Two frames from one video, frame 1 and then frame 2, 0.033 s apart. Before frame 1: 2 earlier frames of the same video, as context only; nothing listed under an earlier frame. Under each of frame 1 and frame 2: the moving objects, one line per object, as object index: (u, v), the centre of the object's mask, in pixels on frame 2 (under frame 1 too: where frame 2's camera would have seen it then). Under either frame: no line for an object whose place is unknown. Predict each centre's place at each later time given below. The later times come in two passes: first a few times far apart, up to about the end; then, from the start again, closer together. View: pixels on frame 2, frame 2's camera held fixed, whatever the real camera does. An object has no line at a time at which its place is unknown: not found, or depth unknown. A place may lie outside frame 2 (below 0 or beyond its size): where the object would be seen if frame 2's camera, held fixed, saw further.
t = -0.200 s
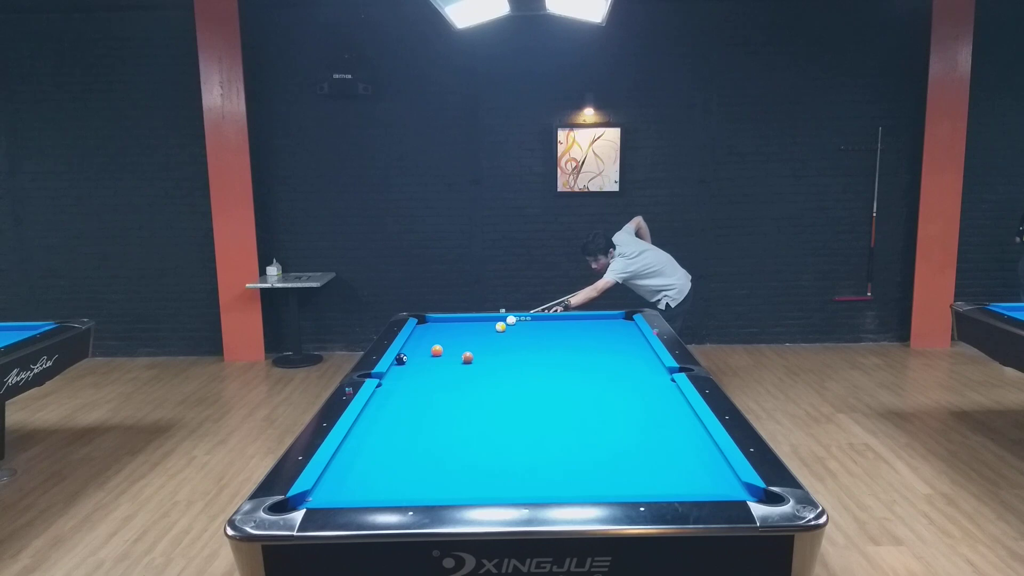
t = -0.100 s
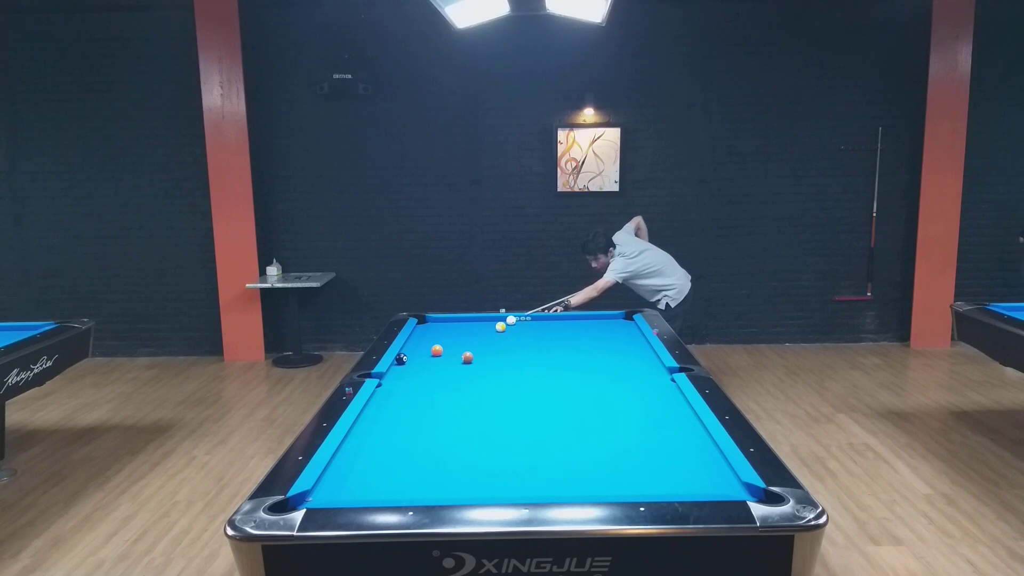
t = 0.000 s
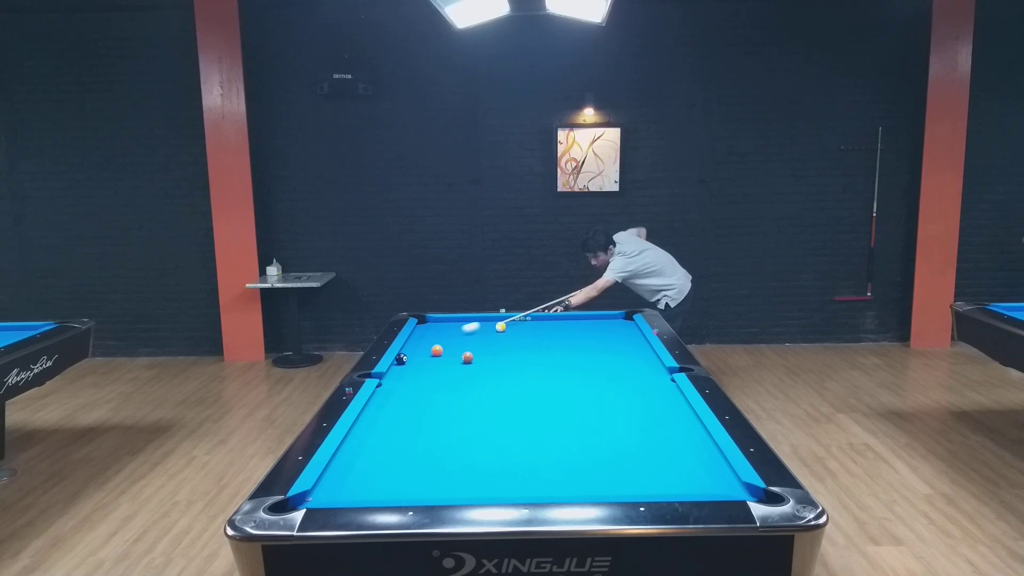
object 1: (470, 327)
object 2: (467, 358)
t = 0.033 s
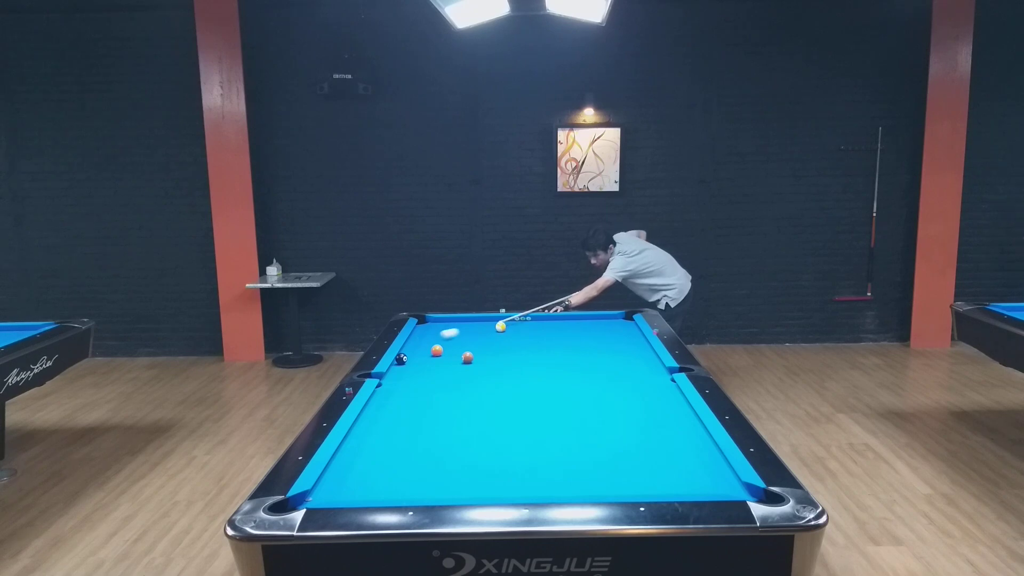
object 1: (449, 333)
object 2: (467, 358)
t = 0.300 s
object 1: (420, 354)
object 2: (478, 364)
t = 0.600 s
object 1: (405, 365)
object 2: (516, 390)
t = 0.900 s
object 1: (388, 377)
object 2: (560, 419)
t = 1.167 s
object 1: (409, 382)
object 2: (608, 452)
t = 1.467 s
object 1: (450, 384)
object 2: (674, 488)
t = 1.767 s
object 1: (490, 386)
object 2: (691, 467)
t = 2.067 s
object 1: (529, 388)
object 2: (704, 445)
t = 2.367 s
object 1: (567, 390)
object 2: (688, 430)
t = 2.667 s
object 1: (604, 392)
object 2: (670, 418)
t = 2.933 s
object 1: (637, 393)
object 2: (655, 408)
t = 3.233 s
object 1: (672, 395)
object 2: (640, 399)
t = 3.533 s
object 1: (663, 394)
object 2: (628, 391)
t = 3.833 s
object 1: (648, 393)
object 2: (616, 384)
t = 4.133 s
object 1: (635, 391)
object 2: (606, 378)
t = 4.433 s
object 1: (623, 390)
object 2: (596, 372)
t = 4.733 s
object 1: (613, 389)
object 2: (588, 368)
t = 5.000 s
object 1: (605, 388)
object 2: (582, 364)
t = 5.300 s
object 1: (598, 388)
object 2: (575, 360)
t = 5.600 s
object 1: (592, 388)
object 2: (569, 357)
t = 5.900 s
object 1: (587, 388)
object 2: (563, 354)
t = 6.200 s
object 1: (584, 388)
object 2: (558, 352)
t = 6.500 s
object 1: (583, 388)
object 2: (553, 350)
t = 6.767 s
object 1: (583, 388)
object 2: (549, 349)
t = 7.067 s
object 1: (583, 388)
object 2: (545, 347)
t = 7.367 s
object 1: (583, 388)
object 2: (542, 346)
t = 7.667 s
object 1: (583, 388)
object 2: (539, 345)
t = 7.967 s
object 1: (583, 388)
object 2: (538, 345)
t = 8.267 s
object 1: (583, 388)
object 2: (536, 344)
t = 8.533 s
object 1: (583, 388)
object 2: (535, 344)
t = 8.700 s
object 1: (583, 388)
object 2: (535, 344)
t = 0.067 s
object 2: (467, 358)
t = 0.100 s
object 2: (467, 358)
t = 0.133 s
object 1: (419, 346)
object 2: (467, 358)
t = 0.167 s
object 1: (427, 349)
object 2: (467, 358)
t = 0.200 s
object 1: (426, 350)
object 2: (467, 358)
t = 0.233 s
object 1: (424, 351)
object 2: (468, 359)
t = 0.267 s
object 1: (422, 352)
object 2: (473, 361)
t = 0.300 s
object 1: (420, 354)
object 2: (478, 364)
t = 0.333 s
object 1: (419, 355)
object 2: (482, 367)
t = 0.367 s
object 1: (417, 356)
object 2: (486, 370)
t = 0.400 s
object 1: (415, 357)
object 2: (491, 373)
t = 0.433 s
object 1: (414, 359)
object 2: (495, 376)
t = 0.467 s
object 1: (412, 360)
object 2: (499, 378)
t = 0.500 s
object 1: (410, 361)
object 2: (503, 381)
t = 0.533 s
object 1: (408, 362)
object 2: (507, 384)
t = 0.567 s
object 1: (407, 364)
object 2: (511, 387)
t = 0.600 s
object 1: (405, 365)
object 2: (516, 390)
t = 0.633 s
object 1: (403, 367)
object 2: (520, 392)
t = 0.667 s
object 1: (401, 368)
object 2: (525, 396)
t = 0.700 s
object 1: (399, 369)
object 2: (530, 398)
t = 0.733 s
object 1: (397, 370)
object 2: (534, 402)
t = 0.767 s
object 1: (395, 372)
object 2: (539, 405)
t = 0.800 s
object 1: (394, 373)
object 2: (544, 408)
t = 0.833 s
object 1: (391, 375)
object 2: (549, 412)
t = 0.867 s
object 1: (390, 376)
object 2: (554, 415)
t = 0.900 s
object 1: (388, 377)
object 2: (560, 419)
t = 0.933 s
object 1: (386, 379)
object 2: (565, 423)
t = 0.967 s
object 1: (384, 380)
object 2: (571, 427)
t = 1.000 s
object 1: (386, 381)
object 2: (577, 431)
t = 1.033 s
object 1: (390, 381)
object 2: (583, 434)
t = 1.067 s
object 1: (395, 381)
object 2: (589, 439)
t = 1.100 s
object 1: (400, 381)
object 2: (596, 443)
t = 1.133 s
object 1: (404, 381)
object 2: (602, 448)
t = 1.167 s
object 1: (409, 382)
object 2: (608, 452)
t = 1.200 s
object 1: (414, 382)
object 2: (615, 457)
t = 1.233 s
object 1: (418, 382)
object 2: (623, 461)
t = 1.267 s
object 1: (423, 382)
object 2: (630, 467)
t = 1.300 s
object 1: (427, 382)
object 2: (637, 471)
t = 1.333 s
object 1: (432, 383)
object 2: (645, 477)
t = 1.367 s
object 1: (437, 383)
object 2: (654, 482)
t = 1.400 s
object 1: (441, 383)
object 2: (661, 486)
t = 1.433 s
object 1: (446, 383)
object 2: (669, 488)
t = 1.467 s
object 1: (450, 384)
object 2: (674, 488)
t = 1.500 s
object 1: (454, 384)
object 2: (676, 487)
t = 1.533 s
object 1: (459, 384)
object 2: (678, 485)
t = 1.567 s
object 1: (464, 384)
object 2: (680, 483)
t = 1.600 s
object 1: (468, 384)
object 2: (682, 481)
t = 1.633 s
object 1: (472, 384)
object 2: (684, 478)
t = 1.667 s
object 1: (477, 385)
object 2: (686, 475)
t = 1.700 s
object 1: (481, 385)
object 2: (687, 472)
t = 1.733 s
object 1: (485, 385)
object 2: (689, 470)
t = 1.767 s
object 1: (490, 386)
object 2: (691, 467)
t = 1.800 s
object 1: (494, 386)
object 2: (692, 464)
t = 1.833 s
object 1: (498, 386)
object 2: (694, 462)
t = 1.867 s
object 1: (503, 386)
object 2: (695, 459)
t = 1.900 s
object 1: (507, 387)
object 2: (697, 457)
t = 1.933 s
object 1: (512, 387)
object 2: (699, 455)
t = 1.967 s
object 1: (516, 387)
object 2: (700, 452)
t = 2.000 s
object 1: (520, 387)
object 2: (701, 450)
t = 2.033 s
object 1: (525, 388)
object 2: (703, 448)
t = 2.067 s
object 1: (529, 388)
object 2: (704, 445)
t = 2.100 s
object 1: (533, 388)
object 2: (706, 443)
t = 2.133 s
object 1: (538, 388)
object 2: (705, 441)
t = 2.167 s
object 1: (542, 388)
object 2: (702, 439)
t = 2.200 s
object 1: (546, 388)
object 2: (700, 438)
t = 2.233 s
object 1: (550, 389)
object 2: (697, 436)
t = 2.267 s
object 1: (555, 389)
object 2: (695, 435)
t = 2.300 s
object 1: (559, 389)
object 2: (693, 433)
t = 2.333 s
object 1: (563, 389)
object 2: (691, 432)
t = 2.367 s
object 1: (567, 390)
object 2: (688, 430)
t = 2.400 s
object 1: (571, 390)
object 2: (686, 429)
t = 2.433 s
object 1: (576, 390)
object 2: (684, 427)
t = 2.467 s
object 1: (580, 390)
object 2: (682, 426)
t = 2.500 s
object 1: (584, 390)
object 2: (680, 424)
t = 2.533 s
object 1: (588, 391)
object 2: (678, 423)
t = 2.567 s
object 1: (592, 391)
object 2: (676, 422)
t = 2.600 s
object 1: (596, 391)
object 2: (674, 421)
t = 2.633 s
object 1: (600, 391)
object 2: (672, 419)
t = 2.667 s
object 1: (604, 392)
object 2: (670, 418)
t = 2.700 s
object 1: (608, 392)
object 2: (668, 417)
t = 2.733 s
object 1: (612, 392)
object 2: (666, 415)
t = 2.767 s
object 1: (617, 392)
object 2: (664, 414)
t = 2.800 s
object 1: (621, 393)
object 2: (662, 413)
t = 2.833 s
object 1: (625, 393)
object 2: (660, 412)
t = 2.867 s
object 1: (629, 393)
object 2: (659, 411)
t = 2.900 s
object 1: (633, 393)
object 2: (657, 410)
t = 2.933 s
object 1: (637, 393)
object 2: (655, 408)
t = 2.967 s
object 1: (641, 393)
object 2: (653, 407)
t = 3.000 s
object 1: (644, 393)
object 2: (652, 406)
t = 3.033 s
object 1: (648, 393)
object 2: (650, 405)
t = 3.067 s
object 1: (653, 393)
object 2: (649, 404)
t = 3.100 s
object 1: (657, 394)
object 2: (647, 403)
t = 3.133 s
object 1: (660, 395)
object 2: (645, 402)
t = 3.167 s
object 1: (664, 395)
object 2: (644, 401)
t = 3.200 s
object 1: (668, 395)
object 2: (642, 400)
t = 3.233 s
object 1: (672, 395)
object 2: (640, 399)
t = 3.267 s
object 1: (676, 396)
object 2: (639, 398)
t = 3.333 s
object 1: (674, 395)
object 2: (636, 396)
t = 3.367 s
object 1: (672, 395)
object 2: (634, 395)
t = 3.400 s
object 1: (670, 395)
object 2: (633, 394)
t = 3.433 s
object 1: (669, 395)
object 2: (632, 394)
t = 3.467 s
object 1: (667, 395)
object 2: (630, 393)
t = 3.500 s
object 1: (665, 394)
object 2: (629, 392)
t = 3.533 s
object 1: (663, 394)
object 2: (628, 391)
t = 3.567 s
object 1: (661, 394)
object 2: (626, 390)
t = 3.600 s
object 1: (660, 394)
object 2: (625, 390)
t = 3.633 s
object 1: (658, 394)
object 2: (624, 389)
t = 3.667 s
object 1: (656, 393)
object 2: (622, 388)
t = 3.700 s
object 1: (654, 393)
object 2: (621, 387)
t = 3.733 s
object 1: (653, 393)
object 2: (620, 386)
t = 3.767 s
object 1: (651, 393)
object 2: (619, 386)
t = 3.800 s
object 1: (650, 393)
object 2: (617, 385)
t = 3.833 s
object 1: (648, 393)
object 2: (616, 384)
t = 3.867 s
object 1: (646, 393)
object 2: (615, 383)
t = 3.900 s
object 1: (645, 392)
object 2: (614, 383)
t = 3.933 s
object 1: (643, 392)
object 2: (613, 382)
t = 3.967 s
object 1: (642, 392)
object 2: (611, 381)
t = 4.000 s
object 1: (641, 392)
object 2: (610, 381)
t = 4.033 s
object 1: (639, 392)
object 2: (609, 380)
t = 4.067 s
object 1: (638, 392)
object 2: (608, 379)
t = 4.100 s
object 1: (636, 391)
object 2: (607, 378)
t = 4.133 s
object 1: (635, 391)
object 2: (606, 378)
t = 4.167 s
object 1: (633, 391)
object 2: (605, 377)
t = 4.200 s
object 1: (632, 391)
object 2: (604, 377)
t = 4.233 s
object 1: (631, 391)
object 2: (603, 376)
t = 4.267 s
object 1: (629, 391)
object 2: (602, 375)
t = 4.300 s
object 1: (628, 390)
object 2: (601, 375)
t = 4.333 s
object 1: (626, 390)
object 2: (600, 374)
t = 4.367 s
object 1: (625, 390)
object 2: (598, 374)
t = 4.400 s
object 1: (624, 390)
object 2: (597, 373)
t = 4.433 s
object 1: (623, 390)
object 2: (596, 372)
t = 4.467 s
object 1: (622, 390)
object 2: (595, 372)
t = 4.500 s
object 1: (620, 390)
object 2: (595, 371)
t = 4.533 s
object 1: (619, 390)
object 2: (594, 371)
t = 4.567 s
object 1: (618, 390)
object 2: (593, 370)
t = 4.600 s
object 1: (617, 389)
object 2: (592, 370)
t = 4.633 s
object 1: (616, 390)
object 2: (591, 369)
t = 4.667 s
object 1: (615, 389)
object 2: (590, 369)
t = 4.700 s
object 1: (613, 389)
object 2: (589, 368)
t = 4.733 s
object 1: (613, 389)
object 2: (588, 368)
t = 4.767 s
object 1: (611, 389)
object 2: (587, 367)
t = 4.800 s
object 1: (610, 389)
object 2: (587, 367)
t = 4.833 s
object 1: (609, 389)
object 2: (586, 366)
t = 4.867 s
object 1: (608, 389)
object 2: (585, 366)
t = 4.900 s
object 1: (607, 389)
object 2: (584, 365)
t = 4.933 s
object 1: (607, 389)
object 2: (583, 365)
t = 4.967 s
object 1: (606, 388)
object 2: (582, 364)
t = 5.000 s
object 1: (605, 388)
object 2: (582, 364)
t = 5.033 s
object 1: (604, 388)
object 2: (581, 363)
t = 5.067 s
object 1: (603, 388)
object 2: (580, 363)
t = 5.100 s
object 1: (602, 388)
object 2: (579, 363)
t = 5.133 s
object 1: (601, 388)
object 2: (578, 362)
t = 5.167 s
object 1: (601, 388)
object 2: (578, 362)
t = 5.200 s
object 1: (600, 388)
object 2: (577, 361)
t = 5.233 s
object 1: (599, 388)
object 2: (576, 361)
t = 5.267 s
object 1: (598, 388)
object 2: (576, 361)
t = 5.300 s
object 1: (598, 388)
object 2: (575, 360)
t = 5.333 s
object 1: (597, 388)
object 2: (574, 360)
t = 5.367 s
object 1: (596, 388)
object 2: (574, 359)
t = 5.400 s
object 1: (596, 388)
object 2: (573, 359)
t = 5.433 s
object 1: (595, 388)
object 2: (572, 359)
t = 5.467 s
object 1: (594, 388)
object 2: (572, 358)
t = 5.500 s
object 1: (593, 388)
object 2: (571, 358)
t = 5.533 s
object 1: (593, 388)
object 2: (570, 358)
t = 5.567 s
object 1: (592, 388)
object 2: (570, 357)
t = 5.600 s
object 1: (592, 388)
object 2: (569, 357)
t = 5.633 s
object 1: (591, 388)
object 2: (568, 357)
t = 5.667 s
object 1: (591, 388)
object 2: (568, 356)
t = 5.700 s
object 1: (590, 388)
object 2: (567, 356)
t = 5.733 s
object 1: (589, 388)
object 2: (566, 356)
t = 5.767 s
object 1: (589, 387)
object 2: (566, 355)
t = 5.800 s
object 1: (588, 387)
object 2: (565, 355)
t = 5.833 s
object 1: (588, 387)
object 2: (564, 355)
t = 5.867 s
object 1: (588, 387)
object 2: (564, 355)
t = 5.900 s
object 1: (587, 388)
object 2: (563, 354)
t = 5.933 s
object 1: (587, 387)
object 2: (562, 354)
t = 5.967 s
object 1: (587, 388)
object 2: (562, 354)
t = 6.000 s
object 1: (586, 388)
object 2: (561, 353)
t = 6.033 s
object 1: (586, 388)
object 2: (560, 353)
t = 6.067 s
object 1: (586, 388)
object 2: (560, 353)
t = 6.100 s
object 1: (585, 387)
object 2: (559, 353)
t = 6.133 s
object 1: (585, 387)
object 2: (559, 353)
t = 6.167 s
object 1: (585, 387)
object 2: (558, 352)
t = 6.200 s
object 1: (584, 388)
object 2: (558, 352)
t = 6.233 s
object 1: (584, 388)
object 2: (557, 352)
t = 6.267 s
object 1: (584, 388)
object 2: (557, 352)
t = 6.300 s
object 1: (584, 387)
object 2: (556, 351)
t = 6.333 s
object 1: (584, 388)
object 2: (556, 351)
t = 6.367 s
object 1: (584, 388)
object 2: (555, 351)
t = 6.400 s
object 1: (583, 388)
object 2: (555, 351)
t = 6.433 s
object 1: (583, 388)
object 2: (554, 351)
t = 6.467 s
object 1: (583, 388)
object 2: (553, 350)
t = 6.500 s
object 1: (583, 388)
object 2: (553, 350)
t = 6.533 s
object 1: (583, 388)
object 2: (552, 350)
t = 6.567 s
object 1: (583, 388)
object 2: (552, 350)
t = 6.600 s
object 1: (583, 388)
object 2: (551, 350)
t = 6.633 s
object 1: (583, 388)
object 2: (551, 349)
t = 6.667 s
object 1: (583, 388)
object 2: (550, 349)
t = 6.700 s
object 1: (583, 388)
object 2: (550, 349)
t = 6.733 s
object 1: (583, 388)
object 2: (549, 349)
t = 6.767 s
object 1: (583, 388)
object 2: (549, 349)
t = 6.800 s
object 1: (583, 388)
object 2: (548, 349)
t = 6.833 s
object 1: (583, 388)
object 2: (548, 348)
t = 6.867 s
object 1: (583, 388)
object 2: (547, 348)
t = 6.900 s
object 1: (583, 388)
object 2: (547, 348)
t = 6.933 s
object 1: (583, 388)
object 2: (547, 348)
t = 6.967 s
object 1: (583, 388)
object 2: (546, 348)
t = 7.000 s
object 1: (583, 388)
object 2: (546, 348)
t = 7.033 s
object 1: (583, 388)
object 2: (545, 347)
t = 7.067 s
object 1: (583, 388)
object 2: (545, 347)
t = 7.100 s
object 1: (583, 388)
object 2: (545, 347)
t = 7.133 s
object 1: (583, 388)
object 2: (544, 347)
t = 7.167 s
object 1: (583, 388)
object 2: (544, 347)
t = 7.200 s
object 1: (583, 388)
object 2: (543, 347)
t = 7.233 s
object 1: (583, 388)
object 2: (543, 347)
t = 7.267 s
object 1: (583, 388)
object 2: (543, 346)
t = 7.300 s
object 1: (583, 388)
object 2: (542, 346)
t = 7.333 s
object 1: (583, 388)
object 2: (542, 346)
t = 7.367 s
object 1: (583, 388)
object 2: (542, 346)
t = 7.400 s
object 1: (583, 388)
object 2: (542, 346)
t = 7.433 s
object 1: (583, 388)
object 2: (541, 346)
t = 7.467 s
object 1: (583, 388)
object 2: (541, 346)
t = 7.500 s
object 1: (583, 388)
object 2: (541, 346)
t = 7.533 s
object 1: (583, 388)
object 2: (540, 346)
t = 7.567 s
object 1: (583, 388)
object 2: (540, 345)
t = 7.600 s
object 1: (583, 388)
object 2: (540, 345)
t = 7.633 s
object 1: (583, 388)
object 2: (540, 345)
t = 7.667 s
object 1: (583, 388)
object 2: (539, 345)
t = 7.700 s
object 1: (583, 388)
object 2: (539, 345)
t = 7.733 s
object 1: (583, 388)
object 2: (539, 345)
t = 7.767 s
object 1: (583, 388)
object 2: (539, 345)
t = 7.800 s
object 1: (583, 388)
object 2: (539, 345)
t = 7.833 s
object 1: (583, 388)
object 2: (538, 345)
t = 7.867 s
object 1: (583, 388)
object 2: (538, 345)
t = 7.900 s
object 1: (583, 388)
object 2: (538, 345)
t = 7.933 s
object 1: (583, 388)
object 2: (538, 345)
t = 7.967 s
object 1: (583, 388)
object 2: (538, 345)
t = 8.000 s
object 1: (583, 388)
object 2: (537, 345)
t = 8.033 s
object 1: (583, 388)
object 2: (537, 344)
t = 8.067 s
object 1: (583, 388)
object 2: (537, 344)
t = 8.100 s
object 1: (583, 388)
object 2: (537, 344)
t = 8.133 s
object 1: (583, 388)
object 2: (537, 344)
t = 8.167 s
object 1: (583, 388)
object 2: (537, 344)
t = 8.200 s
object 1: (583, 388)
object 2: (537, 344)
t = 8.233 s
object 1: (583, 388)
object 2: (536, 344)
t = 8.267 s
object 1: (583, 388)
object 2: (536, 344)
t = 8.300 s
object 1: (583, 388)
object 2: (536, 344)
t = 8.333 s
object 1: (583, 388)
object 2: (536, 344)
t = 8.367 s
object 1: (583, 388)
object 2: (536, 344)
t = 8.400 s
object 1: (583, 388)
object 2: (536, 344)
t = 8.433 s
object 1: (583, 388)
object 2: (536, 344)
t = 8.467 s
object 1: (583, 388)
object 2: (536, 344)
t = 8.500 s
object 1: (583, 388)
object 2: (536, 344)
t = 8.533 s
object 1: (583, 388)
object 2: (535, 344)
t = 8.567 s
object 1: (583, 388)
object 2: (535, 344)
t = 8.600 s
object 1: (583, 388)
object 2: (535, 344)
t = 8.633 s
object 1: (583, 388)
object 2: (535, 344)
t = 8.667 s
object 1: (583, 388)
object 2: (535, 344)
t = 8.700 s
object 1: (583, 388)
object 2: (535, 344)
